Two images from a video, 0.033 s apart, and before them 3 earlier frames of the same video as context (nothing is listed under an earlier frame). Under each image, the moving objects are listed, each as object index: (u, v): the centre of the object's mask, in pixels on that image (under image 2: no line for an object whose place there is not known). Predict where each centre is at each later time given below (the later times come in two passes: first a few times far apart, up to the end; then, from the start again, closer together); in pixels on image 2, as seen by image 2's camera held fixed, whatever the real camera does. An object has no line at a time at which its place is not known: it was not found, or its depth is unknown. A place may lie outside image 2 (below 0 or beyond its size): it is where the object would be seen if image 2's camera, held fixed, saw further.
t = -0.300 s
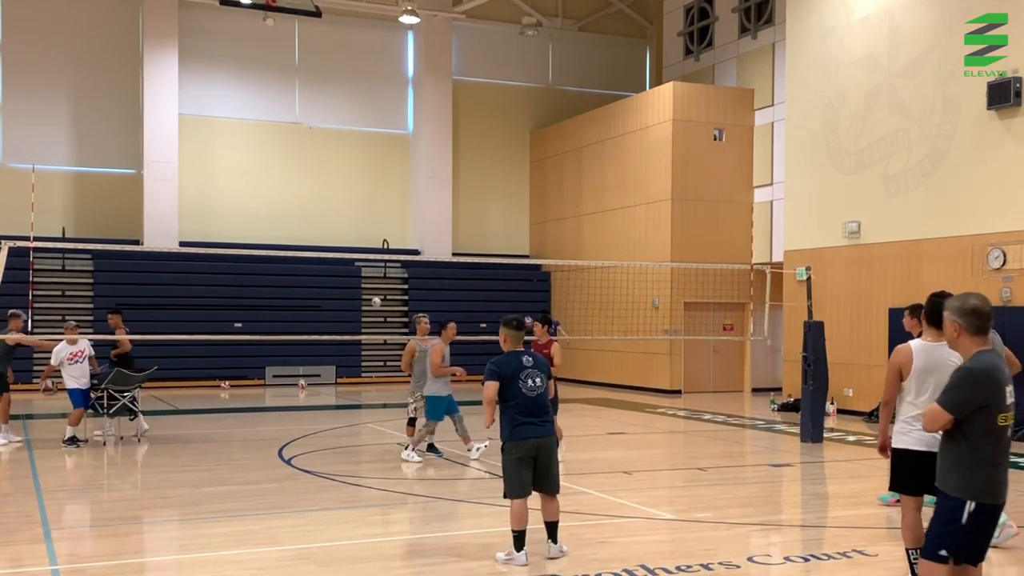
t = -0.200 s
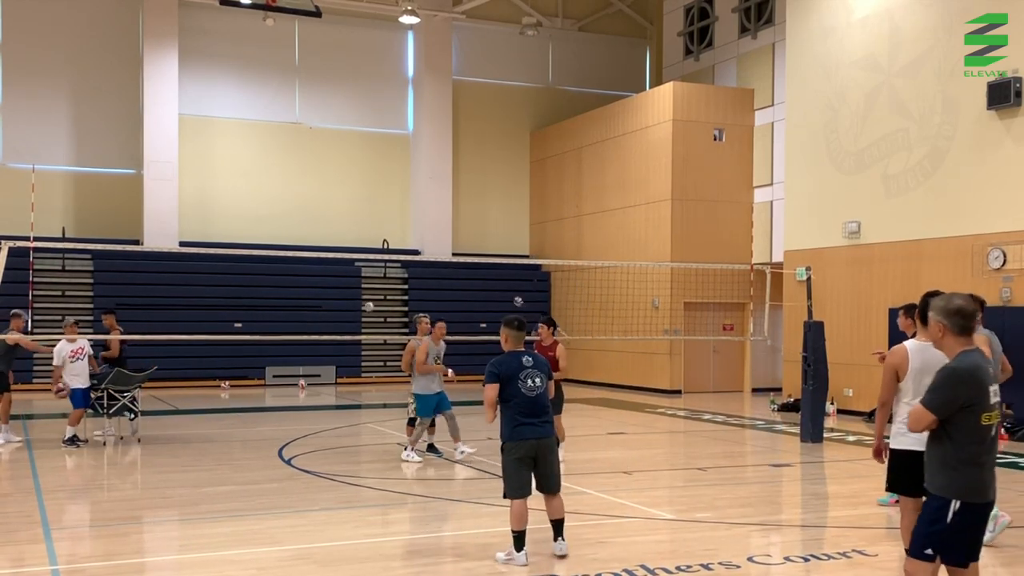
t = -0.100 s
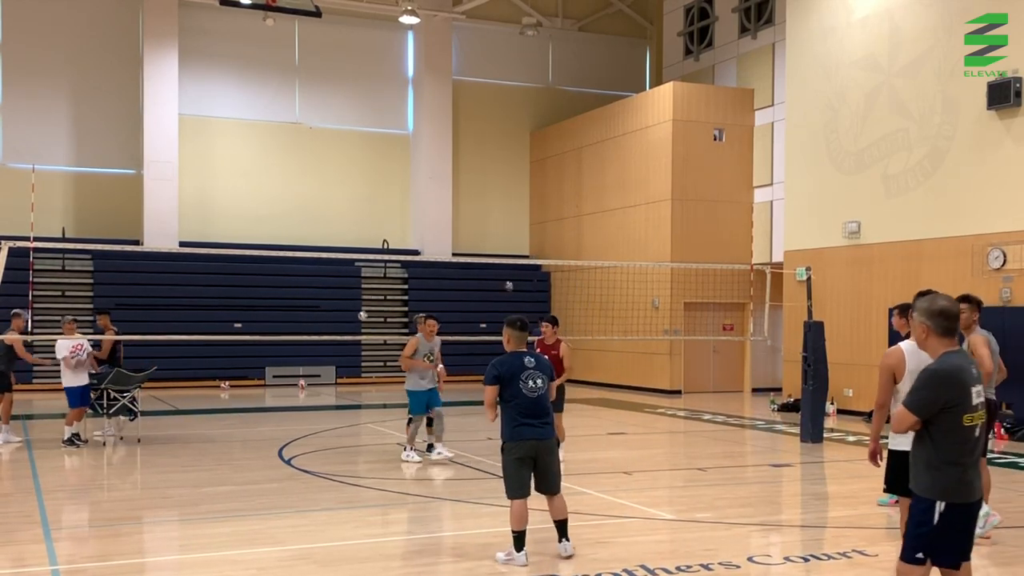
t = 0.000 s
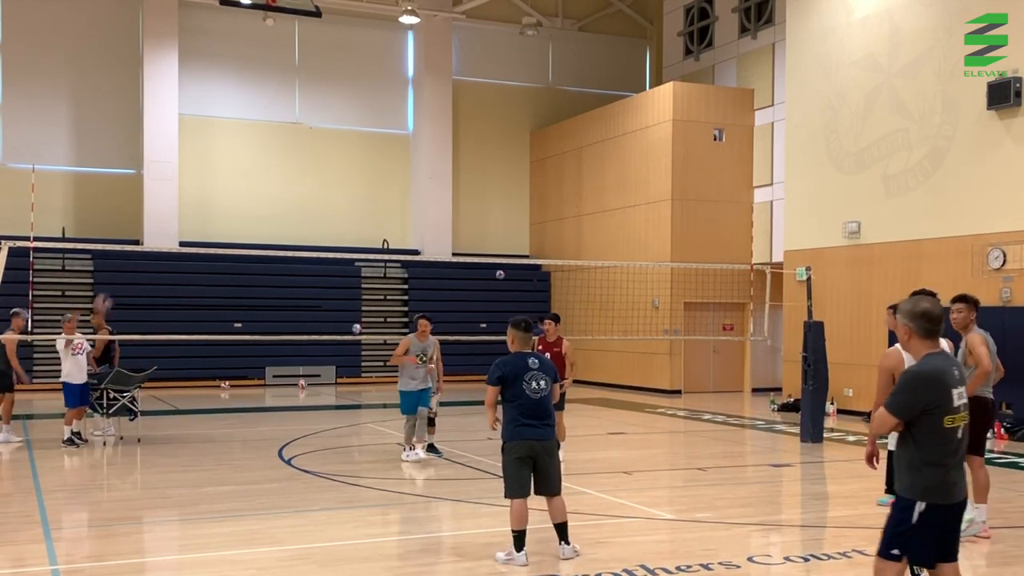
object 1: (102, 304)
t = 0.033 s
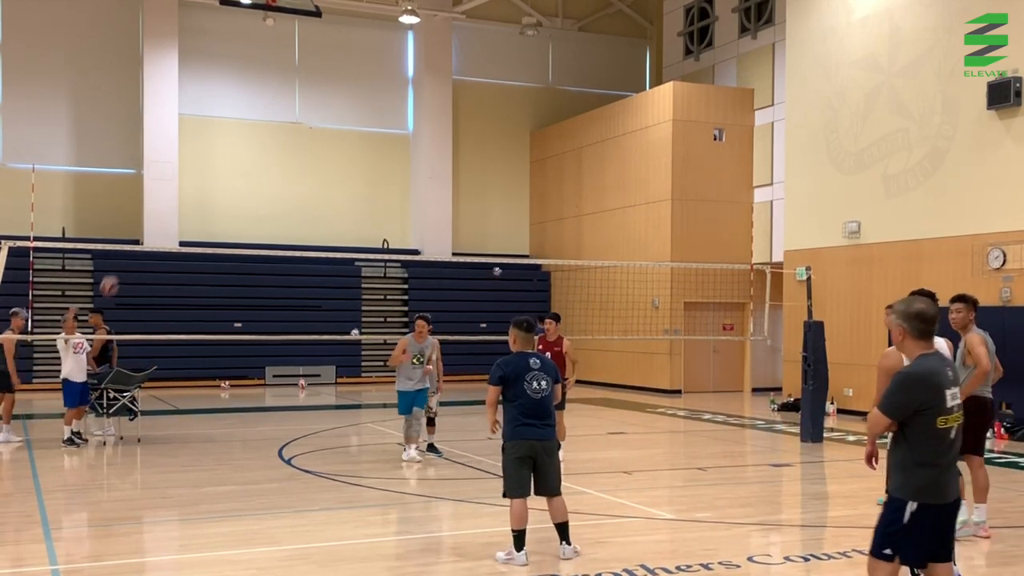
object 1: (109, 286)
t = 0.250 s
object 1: (156, 183)
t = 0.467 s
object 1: (209, 110)
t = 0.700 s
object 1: (274, 78)
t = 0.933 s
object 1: (350, 100)
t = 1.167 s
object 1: (435, 193)
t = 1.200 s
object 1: (448, 213)
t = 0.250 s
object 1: (156, 183)
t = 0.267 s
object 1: (160, 176)
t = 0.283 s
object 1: (164, 169)
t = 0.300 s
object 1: (168, 163)
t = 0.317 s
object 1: (172, 156)
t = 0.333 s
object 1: (176, 150)
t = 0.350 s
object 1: (180, 145)
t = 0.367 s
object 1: (184, 139)
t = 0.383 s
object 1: (188, 134)
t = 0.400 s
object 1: (192, 128)
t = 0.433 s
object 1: (200, 119)
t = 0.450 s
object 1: (204, 114)
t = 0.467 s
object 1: (209, 110)
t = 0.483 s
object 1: (213, 106)
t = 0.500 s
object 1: (217, 103)
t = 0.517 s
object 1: (222, 99)
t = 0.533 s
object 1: (226, 96)
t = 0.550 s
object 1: (231, 93)
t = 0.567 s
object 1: (235, 91)
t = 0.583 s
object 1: (240, 87)
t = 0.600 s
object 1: (244, 86)
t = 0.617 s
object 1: (249, 84)
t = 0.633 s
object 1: (254, 81)
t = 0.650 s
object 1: (259, 80)
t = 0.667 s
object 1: (264, 79)
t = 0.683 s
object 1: (268, 78)
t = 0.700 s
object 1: (274, 78)
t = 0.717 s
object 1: (279, 78)
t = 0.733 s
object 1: (285, 76)
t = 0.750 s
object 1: (289, 77)
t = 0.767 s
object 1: (294, 77)
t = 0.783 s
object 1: (300, 78)
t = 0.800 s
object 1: (305, 79)
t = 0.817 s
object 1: (311, 81)
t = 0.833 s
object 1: (316, 82)
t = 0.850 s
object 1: (321, 84)
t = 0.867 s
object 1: (327, 87)
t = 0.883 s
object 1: (332, 91)
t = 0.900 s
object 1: (338, 93)
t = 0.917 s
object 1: (344, 96)
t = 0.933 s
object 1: (350, 100)
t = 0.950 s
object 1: (355, 104)
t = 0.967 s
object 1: (362, 109)
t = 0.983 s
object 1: (367, 114)
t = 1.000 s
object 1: (373, 118)
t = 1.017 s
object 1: (379, 124)
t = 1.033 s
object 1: (385, 131)
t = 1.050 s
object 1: (391, 137)
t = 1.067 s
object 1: (397, 144)
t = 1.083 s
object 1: (403, 152)
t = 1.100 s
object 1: (410, 158)
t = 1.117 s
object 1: (416, 166)
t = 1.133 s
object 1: (422, 175)
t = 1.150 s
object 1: (428, 185)
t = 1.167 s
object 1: (435, 193)
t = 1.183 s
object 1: (442, 203)
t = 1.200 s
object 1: (448, 213)
